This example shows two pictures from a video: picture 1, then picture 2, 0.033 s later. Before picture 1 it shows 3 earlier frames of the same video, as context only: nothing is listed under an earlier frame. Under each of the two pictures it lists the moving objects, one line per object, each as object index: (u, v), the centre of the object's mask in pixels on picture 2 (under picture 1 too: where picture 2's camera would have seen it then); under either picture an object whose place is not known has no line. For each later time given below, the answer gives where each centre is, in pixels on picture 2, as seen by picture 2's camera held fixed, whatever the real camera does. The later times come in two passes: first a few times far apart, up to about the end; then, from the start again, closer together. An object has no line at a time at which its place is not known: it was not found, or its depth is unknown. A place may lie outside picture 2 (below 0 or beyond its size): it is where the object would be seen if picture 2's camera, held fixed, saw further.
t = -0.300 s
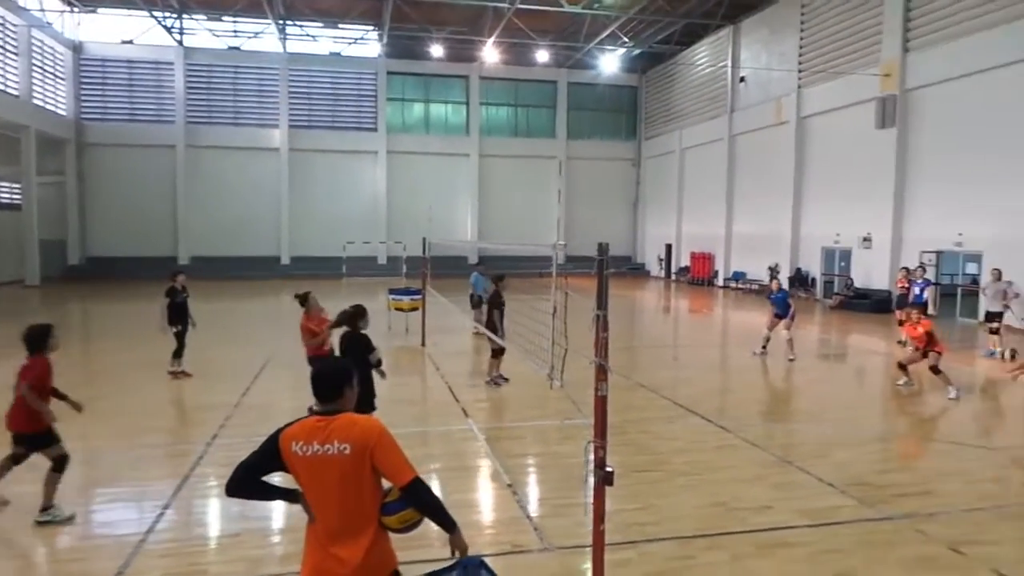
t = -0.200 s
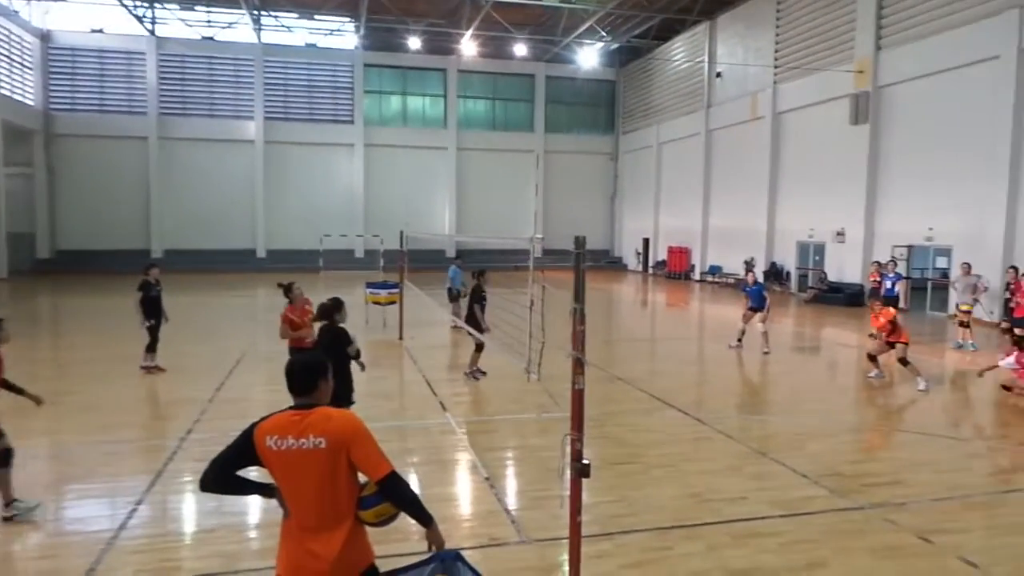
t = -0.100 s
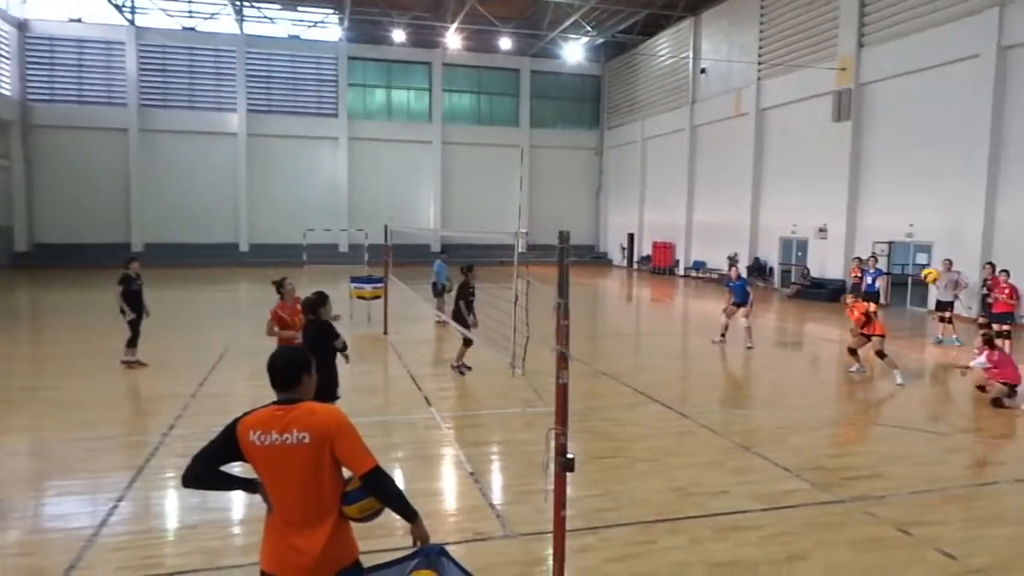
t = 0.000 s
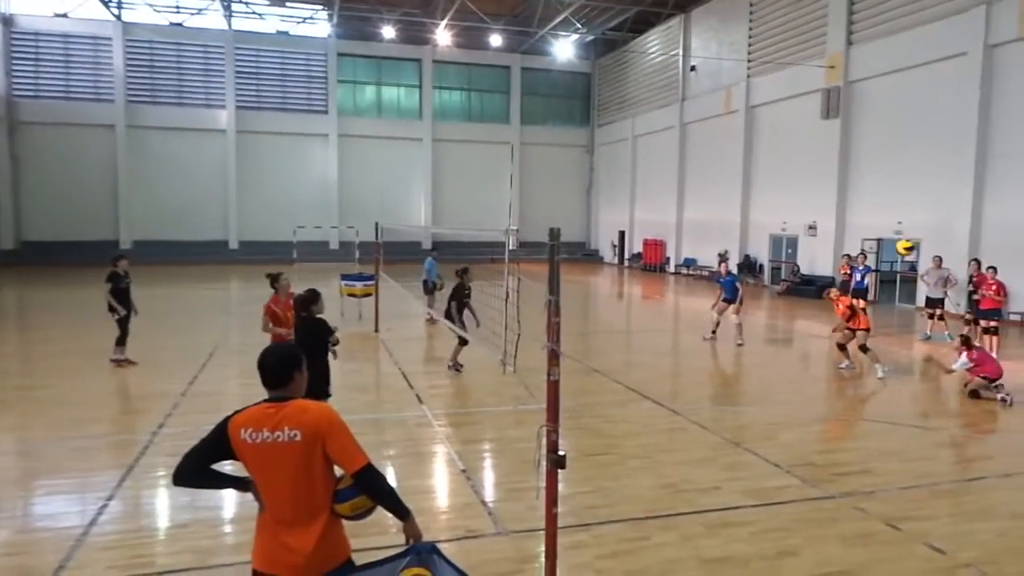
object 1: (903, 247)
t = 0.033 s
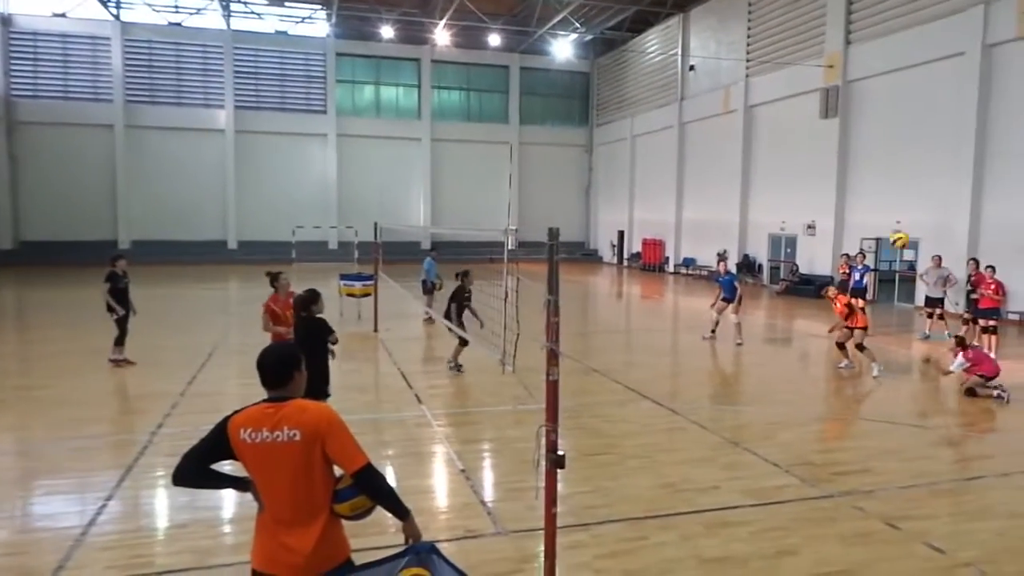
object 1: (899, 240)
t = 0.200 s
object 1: (874, 218)
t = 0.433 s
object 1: (836, 225)
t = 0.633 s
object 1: (796, 274)
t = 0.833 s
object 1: (753, 367)
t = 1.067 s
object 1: (717, 445)
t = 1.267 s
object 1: (732, 378)
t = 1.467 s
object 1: (749, 349)
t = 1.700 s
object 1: (768, 383)
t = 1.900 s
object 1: (783, 487)
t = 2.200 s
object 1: (814, 569)
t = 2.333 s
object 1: (834, 542)
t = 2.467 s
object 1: (856, 548)
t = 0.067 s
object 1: (895, 234)
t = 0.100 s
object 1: (890, 229)
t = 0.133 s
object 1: (885, 225)
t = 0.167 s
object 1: (879, 221)
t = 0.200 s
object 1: (874, 218)
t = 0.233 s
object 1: (870, 216)
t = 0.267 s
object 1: (864, 216)
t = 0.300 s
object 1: (858, 216)
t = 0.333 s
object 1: (853, 216)
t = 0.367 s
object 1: (847, 218)
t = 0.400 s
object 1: (842, 221)
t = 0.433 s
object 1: (836, 225)
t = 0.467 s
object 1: (829, 230)
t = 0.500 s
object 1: (823, 237)
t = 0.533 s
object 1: (817, 245)
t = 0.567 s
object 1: (811, 253)
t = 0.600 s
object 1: (805, 262)
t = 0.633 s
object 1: (796, 274)
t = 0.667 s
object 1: (791, 286)
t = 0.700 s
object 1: (781, 298)
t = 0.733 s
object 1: (775, 314)
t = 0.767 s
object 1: (768, 331)
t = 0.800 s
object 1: (760, 349)
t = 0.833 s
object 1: (753, 367)
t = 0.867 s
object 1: (745, 389)
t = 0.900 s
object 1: (735, 410)
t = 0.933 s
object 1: (727, 434)
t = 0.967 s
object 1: (719, 459)
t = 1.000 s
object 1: (714, 476)
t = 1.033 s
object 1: (716, 460)
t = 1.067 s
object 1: (717, 445)
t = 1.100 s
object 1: (720, 432)
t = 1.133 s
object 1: (723, 419)
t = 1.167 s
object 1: (725, 407)
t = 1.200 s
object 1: (727, 395)
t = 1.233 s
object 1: (730, 386)
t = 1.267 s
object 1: (732, 378)
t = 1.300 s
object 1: (735, 370)
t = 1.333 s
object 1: (737, 364)
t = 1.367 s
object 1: (741, 358)
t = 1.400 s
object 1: (743, 353)
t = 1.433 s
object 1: (745, 350)
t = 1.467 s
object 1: (749, 349)
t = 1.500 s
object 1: (751, 350)
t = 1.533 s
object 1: (754, 350)
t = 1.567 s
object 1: (757, 354)
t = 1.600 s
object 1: (760, 359)
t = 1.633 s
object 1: (762, 365)
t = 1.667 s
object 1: (765, 373)
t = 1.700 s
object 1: (768, 383)
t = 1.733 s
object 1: (770, 396)
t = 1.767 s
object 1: (772, 409)
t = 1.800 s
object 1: (776, 425)
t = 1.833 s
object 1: (779, 444)
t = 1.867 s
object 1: (781, 464)
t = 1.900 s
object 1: (783, 487)
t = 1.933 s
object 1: (787, 513)
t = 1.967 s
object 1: (789, 543)
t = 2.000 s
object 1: (790, 571)
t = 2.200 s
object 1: (814, 569)
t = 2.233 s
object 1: (819, 560)
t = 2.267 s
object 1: (824, 552)
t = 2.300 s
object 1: (829, 546)
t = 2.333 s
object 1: (834, 542)
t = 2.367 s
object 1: (839, 540)
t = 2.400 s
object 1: (844, 540)
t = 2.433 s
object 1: (849, 542)
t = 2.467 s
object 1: (856, 548)
